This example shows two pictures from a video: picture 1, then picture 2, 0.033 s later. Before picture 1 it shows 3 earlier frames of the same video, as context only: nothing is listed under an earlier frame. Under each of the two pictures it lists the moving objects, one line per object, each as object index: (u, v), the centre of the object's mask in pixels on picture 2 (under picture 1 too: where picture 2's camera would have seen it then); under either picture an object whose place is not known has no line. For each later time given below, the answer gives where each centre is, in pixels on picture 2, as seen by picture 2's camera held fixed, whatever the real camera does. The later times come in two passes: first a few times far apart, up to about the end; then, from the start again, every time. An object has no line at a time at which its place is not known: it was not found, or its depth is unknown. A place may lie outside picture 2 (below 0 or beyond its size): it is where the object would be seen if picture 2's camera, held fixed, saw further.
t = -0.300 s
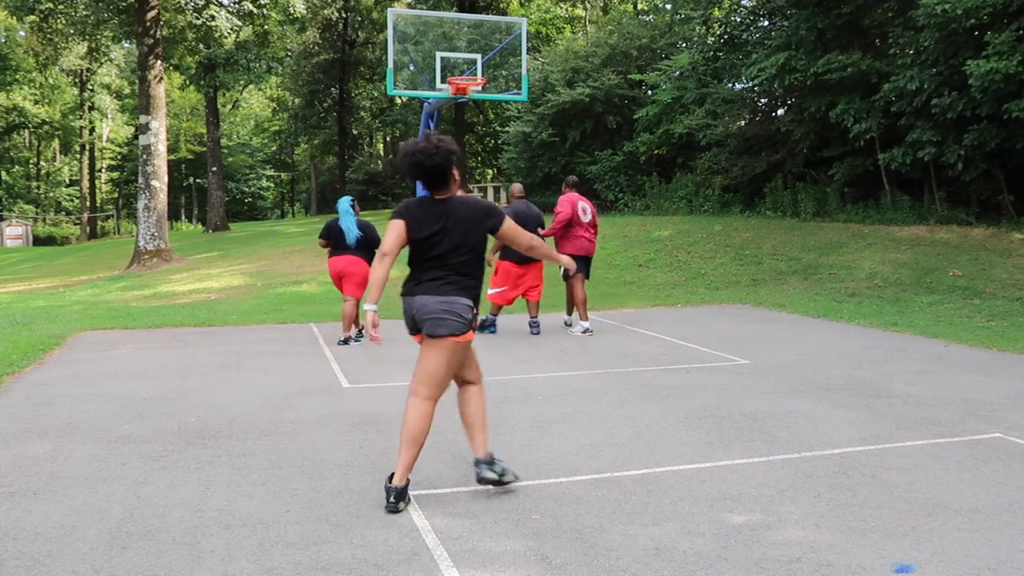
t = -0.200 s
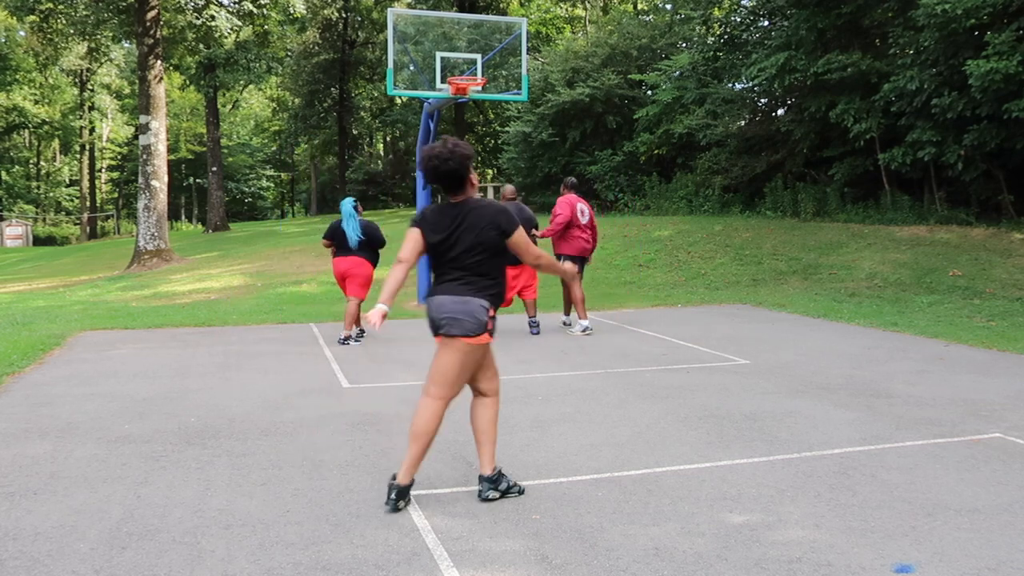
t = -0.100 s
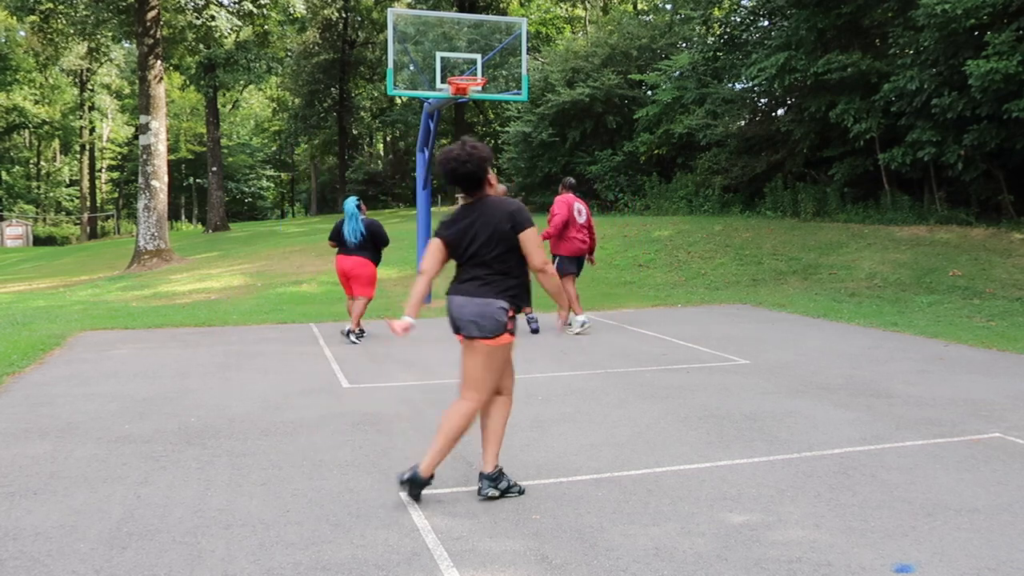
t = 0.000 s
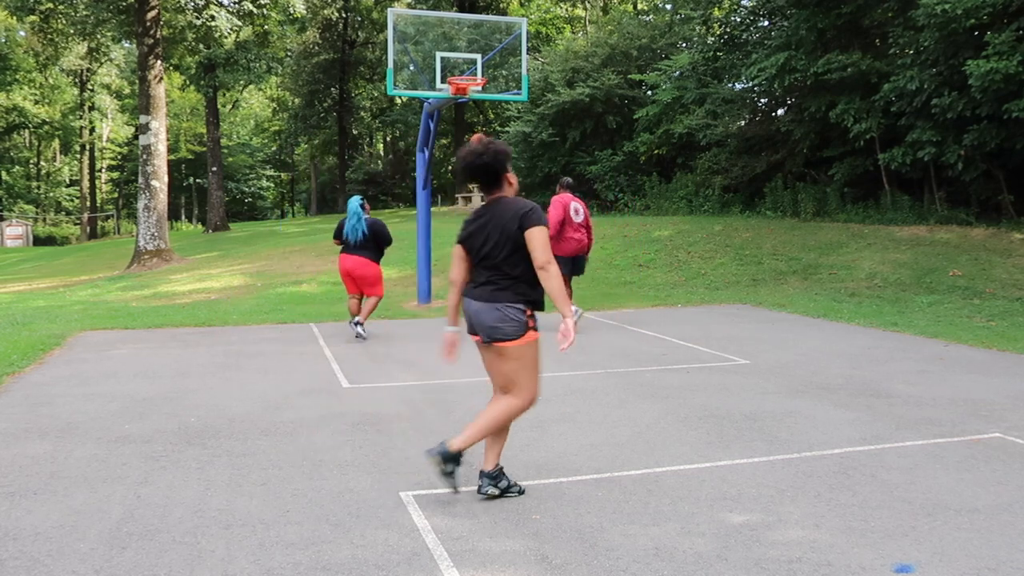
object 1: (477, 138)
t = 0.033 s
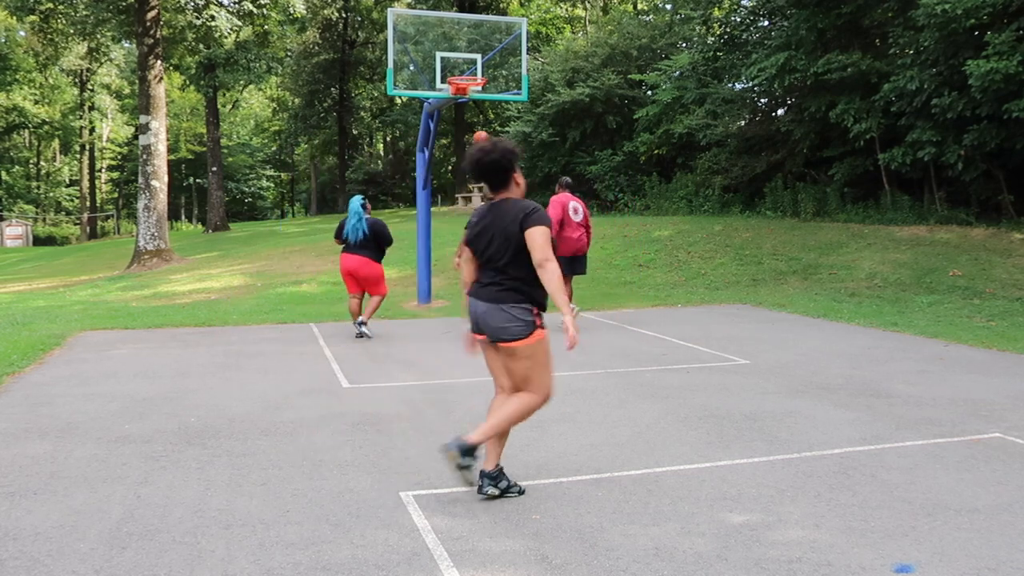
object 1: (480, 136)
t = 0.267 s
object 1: (497, 143)
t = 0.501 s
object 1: (513, 182)
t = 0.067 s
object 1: (482, 136)
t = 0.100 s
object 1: (485, 135)
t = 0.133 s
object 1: (488, 136)
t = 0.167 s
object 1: (490, 136)
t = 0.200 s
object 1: (492, 137)
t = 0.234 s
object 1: (495, 140)
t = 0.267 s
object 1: (497, 143)
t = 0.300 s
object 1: (499, 146)
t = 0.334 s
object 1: (501, 149)
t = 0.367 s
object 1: (503, 155)
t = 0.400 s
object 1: (506, 161)
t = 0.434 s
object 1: (508, 167)
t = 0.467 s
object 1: (510, 174)
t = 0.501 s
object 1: (513, 182)
